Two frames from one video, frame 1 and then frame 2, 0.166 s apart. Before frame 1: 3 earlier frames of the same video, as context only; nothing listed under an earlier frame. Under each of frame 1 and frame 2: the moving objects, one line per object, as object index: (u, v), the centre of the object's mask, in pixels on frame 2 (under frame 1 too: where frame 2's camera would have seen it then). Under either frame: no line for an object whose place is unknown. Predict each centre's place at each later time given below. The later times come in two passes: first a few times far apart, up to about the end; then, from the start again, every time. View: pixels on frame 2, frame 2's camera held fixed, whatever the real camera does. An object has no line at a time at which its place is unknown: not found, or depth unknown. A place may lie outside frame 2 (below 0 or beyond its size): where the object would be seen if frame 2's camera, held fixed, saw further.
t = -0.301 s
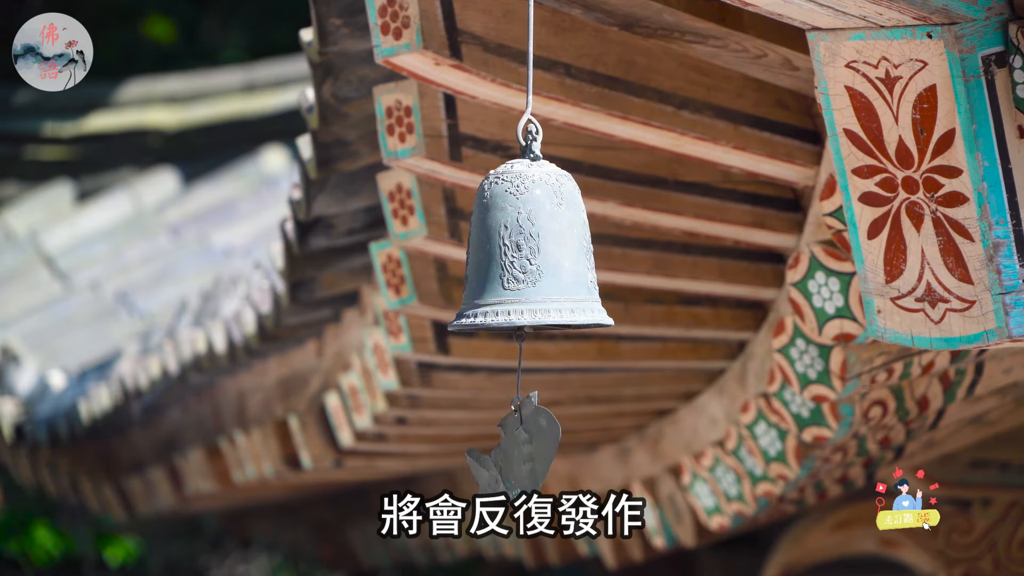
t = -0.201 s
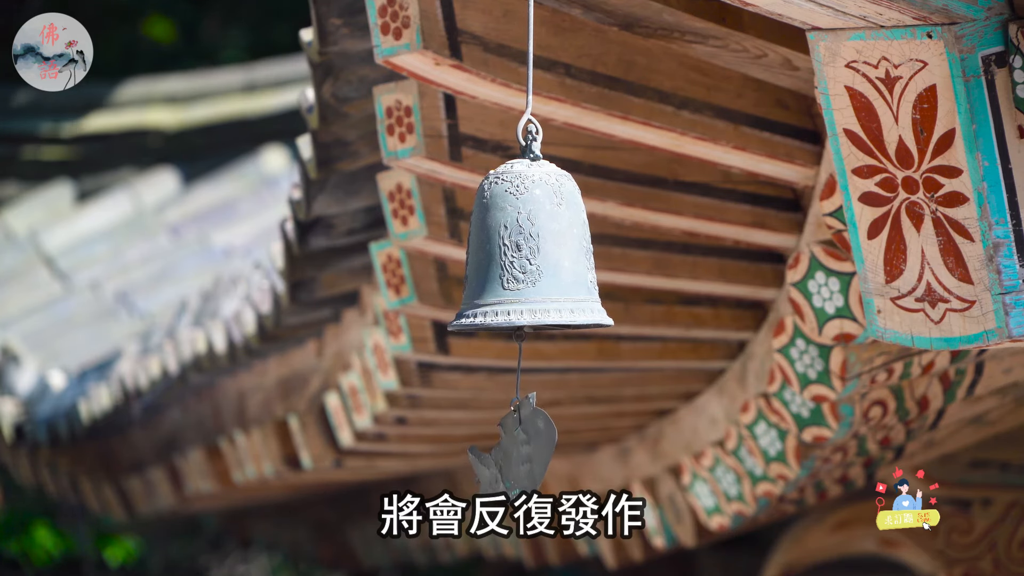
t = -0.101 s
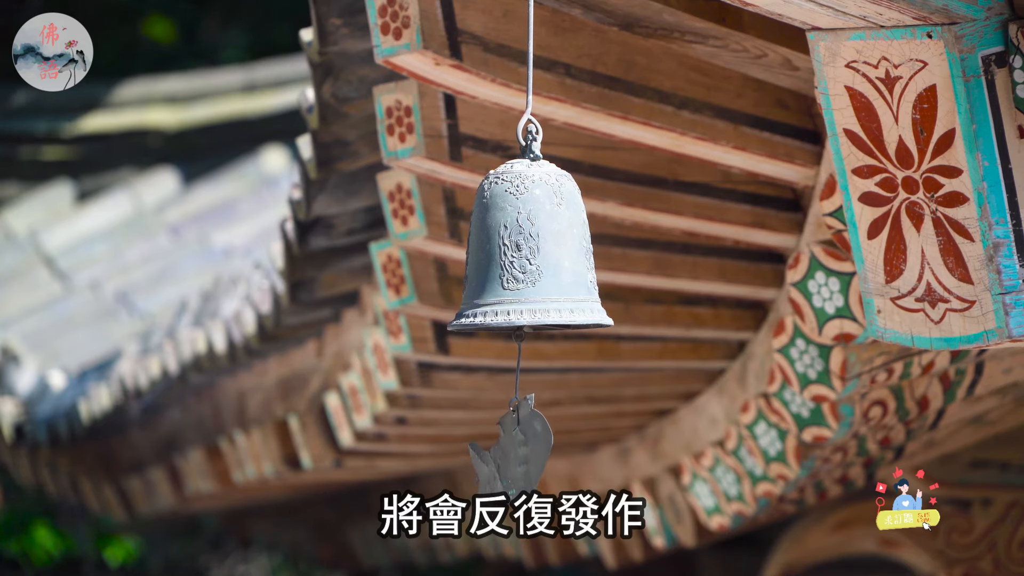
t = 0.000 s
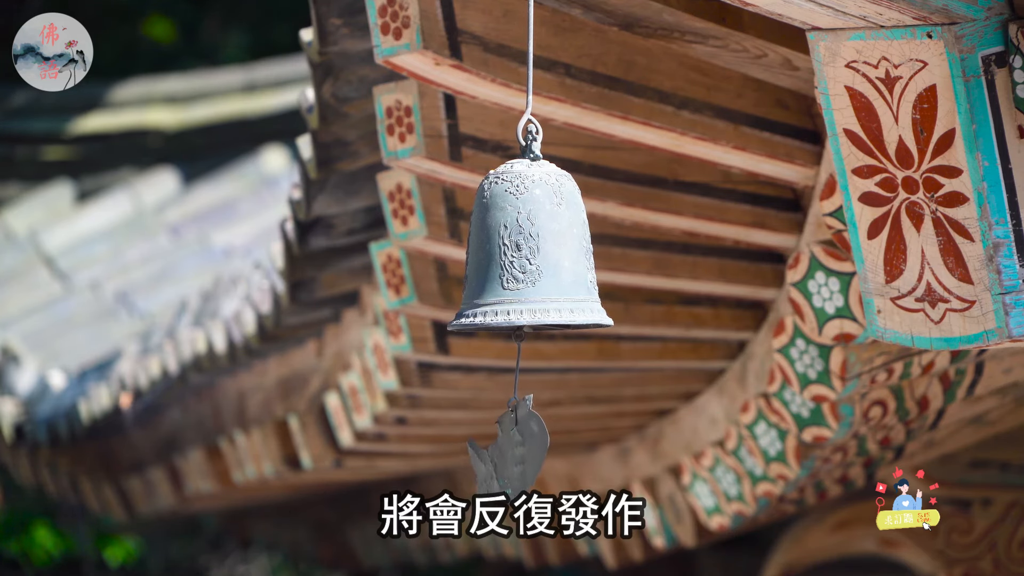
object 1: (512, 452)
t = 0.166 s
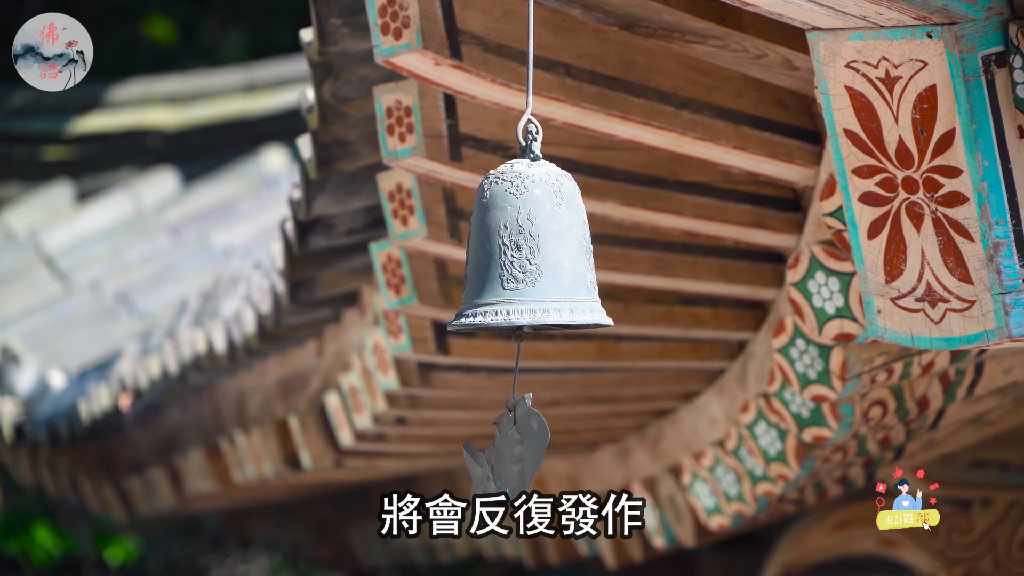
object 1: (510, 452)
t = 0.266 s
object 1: (513, 451)
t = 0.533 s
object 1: (514, 457)
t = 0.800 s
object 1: (516, 452)
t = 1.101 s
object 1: (521, 453)
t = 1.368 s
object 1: (517, 453)
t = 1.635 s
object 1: (516, 452)
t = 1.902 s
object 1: (518, 452)
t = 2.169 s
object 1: (517, 451)
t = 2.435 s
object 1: (515, 457)
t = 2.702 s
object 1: (520, 452)
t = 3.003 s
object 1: (520, 452)
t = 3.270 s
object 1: (518, 452)
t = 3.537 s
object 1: (519, 453)
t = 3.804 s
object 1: (520, 452)
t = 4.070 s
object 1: (522, 457)
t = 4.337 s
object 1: (527, 453)
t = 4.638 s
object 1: (523, 452)
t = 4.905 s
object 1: (524, 452)
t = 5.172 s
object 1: (527, 452)
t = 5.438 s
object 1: (521, 452)
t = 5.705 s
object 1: (522, 452)
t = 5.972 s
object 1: (522, 452)
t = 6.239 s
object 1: (522, 453)
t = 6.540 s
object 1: (528, 453)
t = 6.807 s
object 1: (528, 453)
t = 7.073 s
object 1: (521, 459)
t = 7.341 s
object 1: (529, 453)
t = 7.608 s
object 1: (531, 453)
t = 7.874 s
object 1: (529, 453)
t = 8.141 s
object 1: (527, 454)
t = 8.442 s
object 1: (531, 453)
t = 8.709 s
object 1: (530, 453)
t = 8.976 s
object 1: (528, 453)
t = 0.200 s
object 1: (511, 452)
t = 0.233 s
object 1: (512, 452)
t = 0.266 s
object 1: (513, 451)
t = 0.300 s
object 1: (514, 451)
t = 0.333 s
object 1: (516, 451)
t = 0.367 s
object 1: (517, 451)
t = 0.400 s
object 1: (516, 457)
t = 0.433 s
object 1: (516, 457)
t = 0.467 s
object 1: (516, 457)
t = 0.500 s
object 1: (515, 457)
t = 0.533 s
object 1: (514, 457)
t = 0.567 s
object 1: (513, 456)
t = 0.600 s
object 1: (512, 456)
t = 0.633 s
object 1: (511, 456)
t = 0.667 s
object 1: (511, 456)
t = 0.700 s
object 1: (510, 456)
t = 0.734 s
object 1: (511, 457)
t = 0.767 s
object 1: (512, 457)
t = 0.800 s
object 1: (516, 452)
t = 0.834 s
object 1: (517, 453)
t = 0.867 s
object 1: (518, 453)
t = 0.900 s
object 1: (519, 453)
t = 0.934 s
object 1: (519, 453)
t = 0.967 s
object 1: (520, 453)
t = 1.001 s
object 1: (520, 453)
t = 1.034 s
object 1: (521, 453)
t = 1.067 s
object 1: (521, 453)
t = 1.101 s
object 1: (521, 453)
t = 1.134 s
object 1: (521, 452)
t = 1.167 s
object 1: (521, 452)
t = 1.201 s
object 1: (520, 452)
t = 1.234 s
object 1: (520, 452)
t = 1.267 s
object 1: (519, 452)
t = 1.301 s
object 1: (518, 453)
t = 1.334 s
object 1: (518, 453)
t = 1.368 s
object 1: (517, 453)
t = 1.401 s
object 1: (516, 453)
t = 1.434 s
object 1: (516, 452)
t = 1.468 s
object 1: (515, 452)
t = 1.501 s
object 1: (515, 452)
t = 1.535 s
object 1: (515, 452)
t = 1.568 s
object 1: (515, 452)
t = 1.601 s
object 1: (515, 452)
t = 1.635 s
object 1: (516, 452)
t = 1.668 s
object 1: (516, 452)
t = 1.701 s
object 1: (517, 453)
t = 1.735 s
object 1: (518, 452)
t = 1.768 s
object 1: (518, 452)
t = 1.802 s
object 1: (518, 452)
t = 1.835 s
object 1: (518, 452)
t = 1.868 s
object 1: (518, 452)
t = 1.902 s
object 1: (518, 452)
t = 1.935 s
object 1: (518, 452)
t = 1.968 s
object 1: (518, 452)
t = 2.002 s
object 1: (518, 452)
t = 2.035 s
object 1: (517, 452)
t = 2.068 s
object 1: (517, 452)
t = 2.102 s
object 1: (517, 452)
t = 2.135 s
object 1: (517, 452)
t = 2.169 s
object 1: (517, 451)
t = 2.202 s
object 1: (514, 457)
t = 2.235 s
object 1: (514, 457)
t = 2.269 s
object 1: (514, 457)
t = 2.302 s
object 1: (514, 457)
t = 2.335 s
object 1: (514, 457)
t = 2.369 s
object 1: (514, 457)
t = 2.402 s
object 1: (515, 457)
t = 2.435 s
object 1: (515, 457)
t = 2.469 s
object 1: (515, 457)
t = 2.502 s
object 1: (518, 452)
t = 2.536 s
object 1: (518, 452)
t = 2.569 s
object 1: (518, 452)
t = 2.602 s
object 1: (519, 452)
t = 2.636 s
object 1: (519, 452)
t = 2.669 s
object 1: (520, 452)
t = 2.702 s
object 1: (520, 452)
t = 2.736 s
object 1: (520, 452)
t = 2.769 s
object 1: (520, 452)
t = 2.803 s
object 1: (521, 452)
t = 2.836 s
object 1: (521, 452)
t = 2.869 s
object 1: (521, 452)
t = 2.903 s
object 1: (521, 452)
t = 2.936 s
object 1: (520, 452)
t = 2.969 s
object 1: (520, 452)
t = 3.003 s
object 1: (520, 452)
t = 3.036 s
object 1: (520, 452)
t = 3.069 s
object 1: (520, 452)
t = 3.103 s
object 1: (519, 452)
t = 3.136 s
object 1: (519, 452)
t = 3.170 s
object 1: (519, 452)
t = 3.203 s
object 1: (518, 452)
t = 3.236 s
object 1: (518, 452)
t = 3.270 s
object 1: (518, 452)
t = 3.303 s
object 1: (518, 452)
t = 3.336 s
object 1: (519, 452)
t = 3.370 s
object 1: (519, 452)
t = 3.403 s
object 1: (519, 452)
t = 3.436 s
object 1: (519, 452)
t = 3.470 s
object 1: (519, 452)
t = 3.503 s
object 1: (519, 452)
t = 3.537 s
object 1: (519, 453)
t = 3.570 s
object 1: (519, 453)
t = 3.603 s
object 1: (519, 452)
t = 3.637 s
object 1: (520, 452)
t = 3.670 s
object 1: (520, 452)
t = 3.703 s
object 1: (520, 452)
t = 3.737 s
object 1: (520, 452)
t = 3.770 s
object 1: (520, 452)
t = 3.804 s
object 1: (520, 452)
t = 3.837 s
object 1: (520, 452)
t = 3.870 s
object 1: (518, 457)
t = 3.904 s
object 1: (518, 457)
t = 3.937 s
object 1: (519, 457)
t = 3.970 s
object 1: (519, 457)
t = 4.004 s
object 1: (520, 457)
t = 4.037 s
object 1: (521, 457)
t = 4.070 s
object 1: (522, 457)
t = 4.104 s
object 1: (522, 457)
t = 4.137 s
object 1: (523, 457)
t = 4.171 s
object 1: (524, 458)
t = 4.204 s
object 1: (524, 457)
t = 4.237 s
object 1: (525, 457)
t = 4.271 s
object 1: (528, 453)
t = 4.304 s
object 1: (528, 453)
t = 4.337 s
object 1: (527, 453)
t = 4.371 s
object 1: (527, 453)
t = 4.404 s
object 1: (527, 453)
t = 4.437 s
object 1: (526, 453)
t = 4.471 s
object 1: (526, 453)
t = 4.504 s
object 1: (525, 453)
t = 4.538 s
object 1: (524, 453)
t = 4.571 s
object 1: (523, 453)
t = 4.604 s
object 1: (523, 453)
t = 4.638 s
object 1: (523, 452)
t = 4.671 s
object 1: (523, 452)
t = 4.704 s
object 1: (522, 452)
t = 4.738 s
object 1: (522, 452)
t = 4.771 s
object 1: (522, 452)
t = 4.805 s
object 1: (523, 452)
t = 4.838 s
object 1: (523, 452)
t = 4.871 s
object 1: (524, 452)
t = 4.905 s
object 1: (524, 452)
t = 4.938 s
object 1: (525, 452)
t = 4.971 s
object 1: (526, 452)
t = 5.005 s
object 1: (526, 452)
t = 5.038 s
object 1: (527, 452)
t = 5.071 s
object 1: (527, 452)
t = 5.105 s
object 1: (527, 452)
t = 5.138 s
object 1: (527, 452)
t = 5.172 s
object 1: (527, 452)
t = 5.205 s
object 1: (526, 452)
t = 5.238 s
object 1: (526, 453)
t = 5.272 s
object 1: (525, 452)
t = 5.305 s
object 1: (524, 452)
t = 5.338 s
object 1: (523, 452)
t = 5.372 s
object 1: (523, 452)
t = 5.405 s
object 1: (522, 452)
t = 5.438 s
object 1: (521, 452)
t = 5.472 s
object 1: (521, 452)
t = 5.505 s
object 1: (520, 452)
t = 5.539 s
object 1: (520, 452)
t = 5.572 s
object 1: (520, 452)
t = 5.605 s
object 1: (521, 452)
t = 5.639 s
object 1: (521, 452)
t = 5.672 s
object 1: (522, 452)
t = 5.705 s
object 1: (522, 452)
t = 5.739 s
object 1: (522, 451)
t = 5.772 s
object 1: (522, 452)
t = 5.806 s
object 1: (523, 452)
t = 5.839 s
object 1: (522, 452)
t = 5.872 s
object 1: (522, 452)
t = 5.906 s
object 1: (522, 452)
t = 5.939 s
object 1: (522, 452)
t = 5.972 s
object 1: (522, 452)
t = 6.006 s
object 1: (522, 452)
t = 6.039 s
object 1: (522, 452)
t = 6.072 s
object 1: (522, 452)
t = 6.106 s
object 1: (522, 453)
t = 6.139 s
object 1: (522, 453)
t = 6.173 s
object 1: (522, 453)
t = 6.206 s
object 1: (522, 453)
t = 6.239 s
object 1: (522, 453)
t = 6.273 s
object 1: (523, 453)
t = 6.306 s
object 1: (523, 453)
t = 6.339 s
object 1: (524, 453)
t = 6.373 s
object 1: (524, 453)
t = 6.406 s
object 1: (525, 453)
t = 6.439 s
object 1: (526, 453)
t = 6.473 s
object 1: (526, 453)
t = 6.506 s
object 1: (527, 453)
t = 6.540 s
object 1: (528, 453)
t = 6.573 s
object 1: (528, 453)
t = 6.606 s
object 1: (528, 453)
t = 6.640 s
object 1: (528, 453)
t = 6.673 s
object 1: (528, 453)
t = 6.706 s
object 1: (528, 453)
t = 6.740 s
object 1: (528, 453)
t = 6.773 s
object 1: (528, 453)
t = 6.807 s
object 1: (528, 453)
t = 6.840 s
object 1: (522, 458)
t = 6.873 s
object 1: (522, 458)
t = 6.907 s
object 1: (522, 459)
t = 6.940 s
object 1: (521, 459)
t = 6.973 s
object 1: (521, 459)
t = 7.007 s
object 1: (521, 459)
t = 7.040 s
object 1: (521, 459)
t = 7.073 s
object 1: (521, 459)
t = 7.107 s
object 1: (521, 458)
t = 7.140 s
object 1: (521, 459)
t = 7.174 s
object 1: (521, 459)
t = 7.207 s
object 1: (521, 459)
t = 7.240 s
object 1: (522, 459)
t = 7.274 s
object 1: (522, 459)
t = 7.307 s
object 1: (529, 453)
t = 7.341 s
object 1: (529, 453)
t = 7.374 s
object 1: (530, 453)
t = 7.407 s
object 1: (530, 453)
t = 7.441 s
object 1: (530, 453)
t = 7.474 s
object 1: (531, 453)
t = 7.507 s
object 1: (531, 453)
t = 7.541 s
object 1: (531, 453)
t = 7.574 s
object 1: (531, 453)
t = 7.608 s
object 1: (531, 453)
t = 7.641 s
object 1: (531, 453)
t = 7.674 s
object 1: (531, 453)
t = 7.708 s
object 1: (530, 453)
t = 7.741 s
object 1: (530, 453)
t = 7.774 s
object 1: (530, 453)
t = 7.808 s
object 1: (530, 453)
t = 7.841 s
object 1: (530, 453)
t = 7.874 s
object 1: (529, 453)
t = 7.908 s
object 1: (528, 454)
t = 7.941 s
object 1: (528, 453)
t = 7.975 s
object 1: (528, 453)
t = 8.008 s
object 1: (527, 454)
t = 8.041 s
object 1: (527, 454)
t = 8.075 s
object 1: (527, 454)
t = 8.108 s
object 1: (527, 454)
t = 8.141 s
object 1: (527, 454)
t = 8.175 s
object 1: (527, 454)
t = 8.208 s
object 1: (528, 453)
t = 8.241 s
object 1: (528, 453)
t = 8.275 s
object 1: (528, 454)
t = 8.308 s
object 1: (529, 454)
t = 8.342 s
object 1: (530, 453)
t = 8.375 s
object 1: (530, 453)
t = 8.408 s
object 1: (531, 453)
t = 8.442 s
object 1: (531, 453)
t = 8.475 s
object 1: (531, 453)
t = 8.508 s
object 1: (531, 453)
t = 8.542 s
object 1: (531, 453)
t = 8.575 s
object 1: (531, 453)
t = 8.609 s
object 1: (531, 453)
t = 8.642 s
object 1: (530, 453)
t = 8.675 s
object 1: (530, 453)
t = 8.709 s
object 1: (530, 453)
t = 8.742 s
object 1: (530, 453)
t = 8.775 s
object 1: (530, 453)
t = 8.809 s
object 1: (529, 453)
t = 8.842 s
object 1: (529, 453)
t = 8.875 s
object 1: (529, 453)
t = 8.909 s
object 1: (528, 453)
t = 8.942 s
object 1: (528, 453)
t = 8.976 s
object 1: (528, 453)
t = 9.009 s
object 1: (528, 453)
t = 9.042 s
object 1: (528, 453)
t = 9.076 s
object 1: (528, 453)
